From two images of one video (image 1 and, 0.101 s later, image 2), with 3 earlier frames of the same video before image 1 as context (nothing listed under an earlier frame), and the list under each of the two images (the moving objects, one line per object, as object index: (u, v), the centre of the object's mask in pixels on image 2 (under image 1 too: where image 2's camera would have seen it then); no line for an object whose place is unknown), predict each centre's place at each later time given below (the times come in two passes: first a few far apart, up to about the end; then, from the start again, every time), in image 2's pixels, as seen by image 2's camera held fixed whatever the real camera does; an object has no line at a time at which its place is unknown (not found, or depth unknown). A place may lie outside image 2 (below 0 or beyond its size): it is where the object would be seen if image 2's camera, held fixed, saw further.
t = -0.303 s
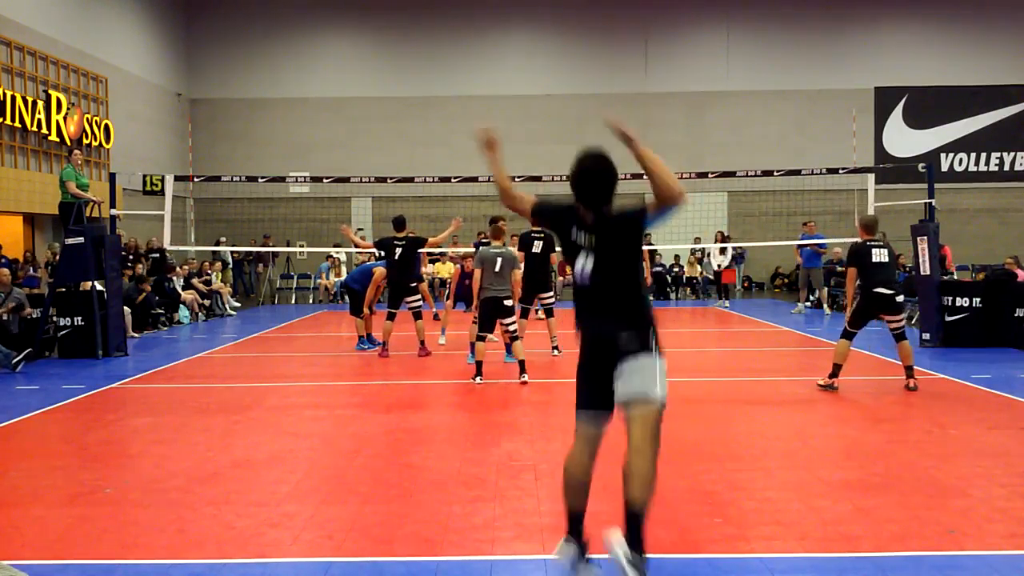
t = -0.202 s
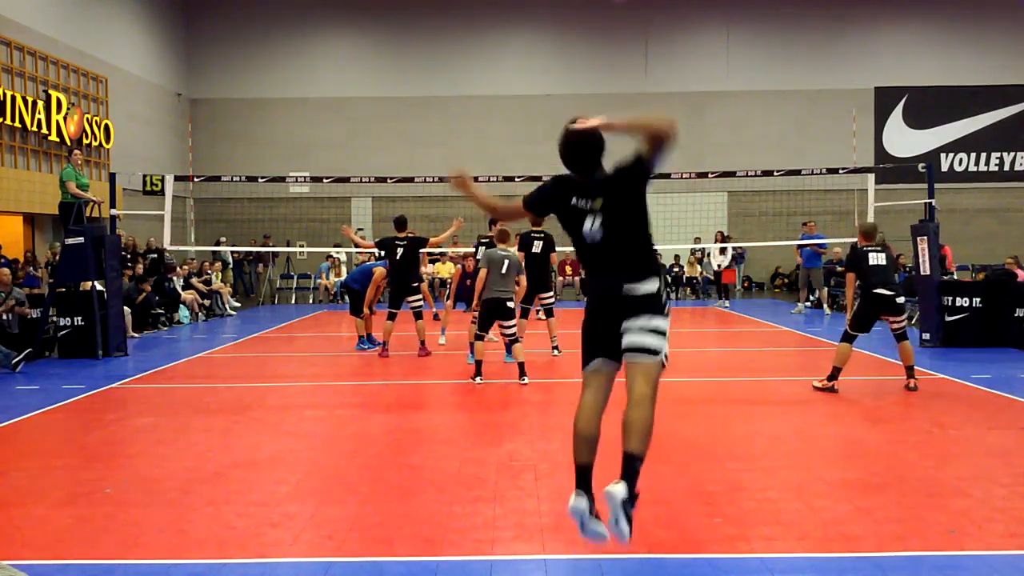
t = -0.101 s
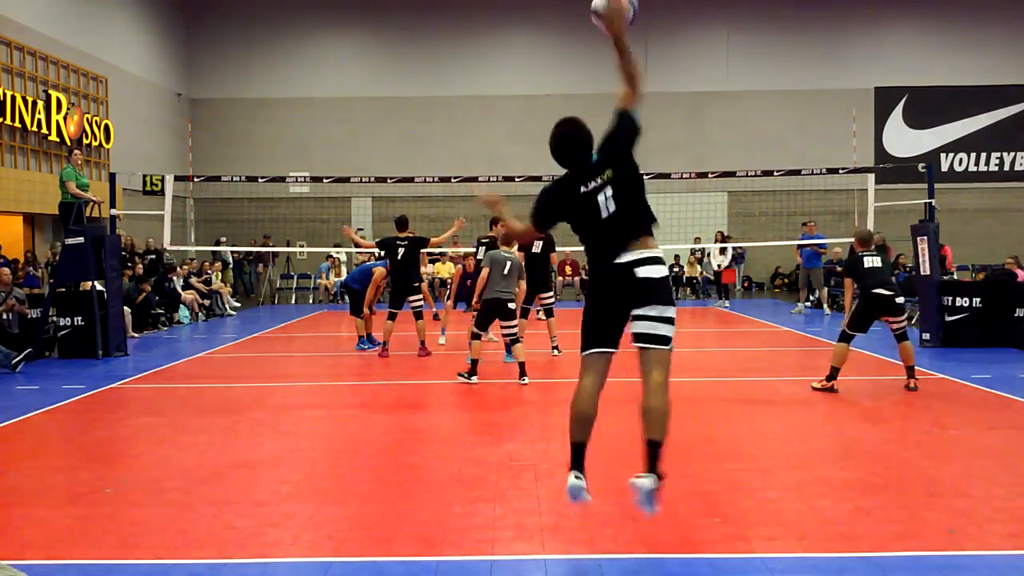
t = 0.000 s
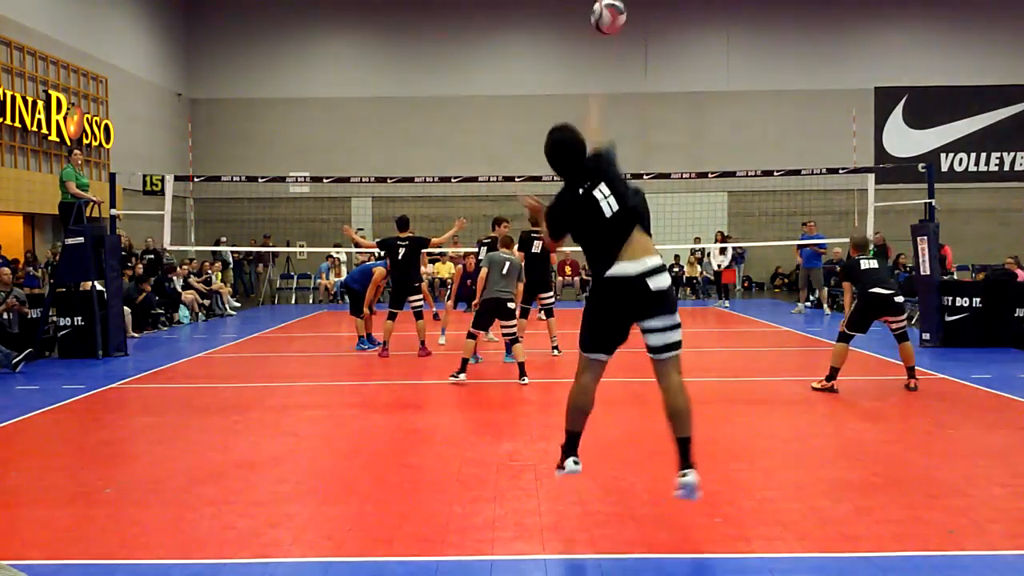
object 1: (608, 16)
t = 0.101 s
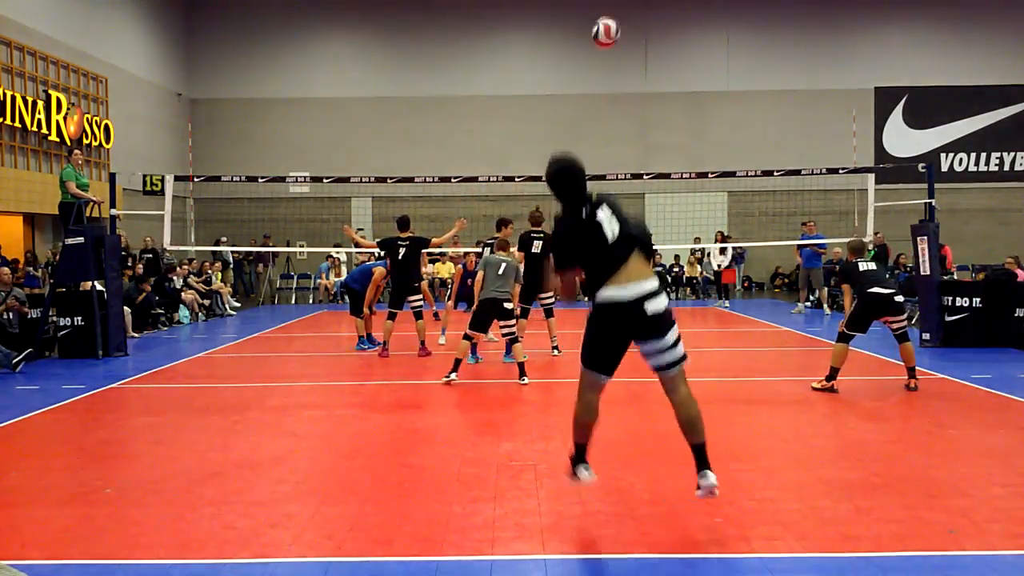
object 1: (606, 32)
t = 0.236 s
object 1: (603, 67)
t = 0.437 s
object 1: (602, 131)
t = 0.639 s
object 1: (602, 200)
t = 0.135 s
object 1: (605, 39)
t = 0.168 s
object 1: (604, 48)
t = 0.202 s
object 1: (603, 56)
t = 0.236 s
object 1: (603, 67)
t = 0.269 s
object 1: (602, 77)
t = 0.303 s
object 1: (601, 89)
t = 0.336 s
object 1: (601, 100)
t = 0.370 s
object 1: (602, 110)
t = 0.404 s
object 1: (601, 121)
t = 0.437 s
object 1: (602, 131)
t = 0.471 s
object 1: (602, 142)
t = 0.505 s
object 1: (602, 156)
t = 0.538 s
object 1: (601, 165)
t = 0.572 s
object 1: (602, 174)
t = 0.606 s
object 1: (601, 189)
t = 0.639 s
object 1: (602, 200)
